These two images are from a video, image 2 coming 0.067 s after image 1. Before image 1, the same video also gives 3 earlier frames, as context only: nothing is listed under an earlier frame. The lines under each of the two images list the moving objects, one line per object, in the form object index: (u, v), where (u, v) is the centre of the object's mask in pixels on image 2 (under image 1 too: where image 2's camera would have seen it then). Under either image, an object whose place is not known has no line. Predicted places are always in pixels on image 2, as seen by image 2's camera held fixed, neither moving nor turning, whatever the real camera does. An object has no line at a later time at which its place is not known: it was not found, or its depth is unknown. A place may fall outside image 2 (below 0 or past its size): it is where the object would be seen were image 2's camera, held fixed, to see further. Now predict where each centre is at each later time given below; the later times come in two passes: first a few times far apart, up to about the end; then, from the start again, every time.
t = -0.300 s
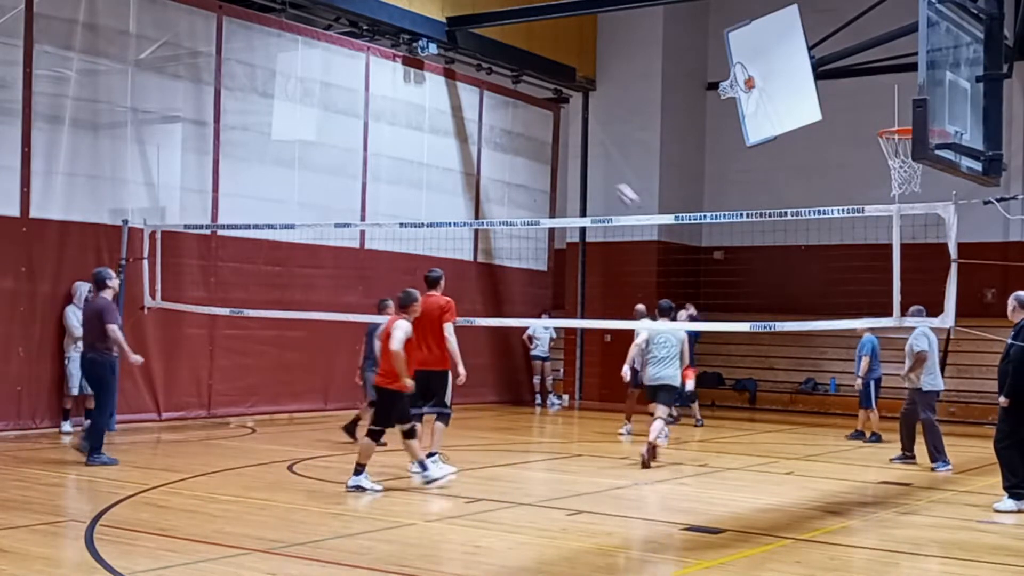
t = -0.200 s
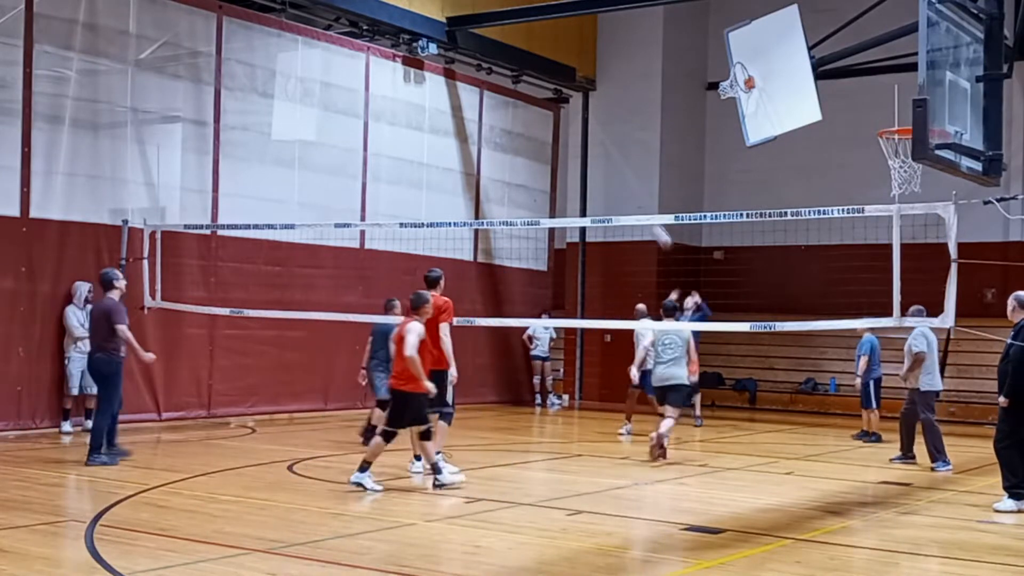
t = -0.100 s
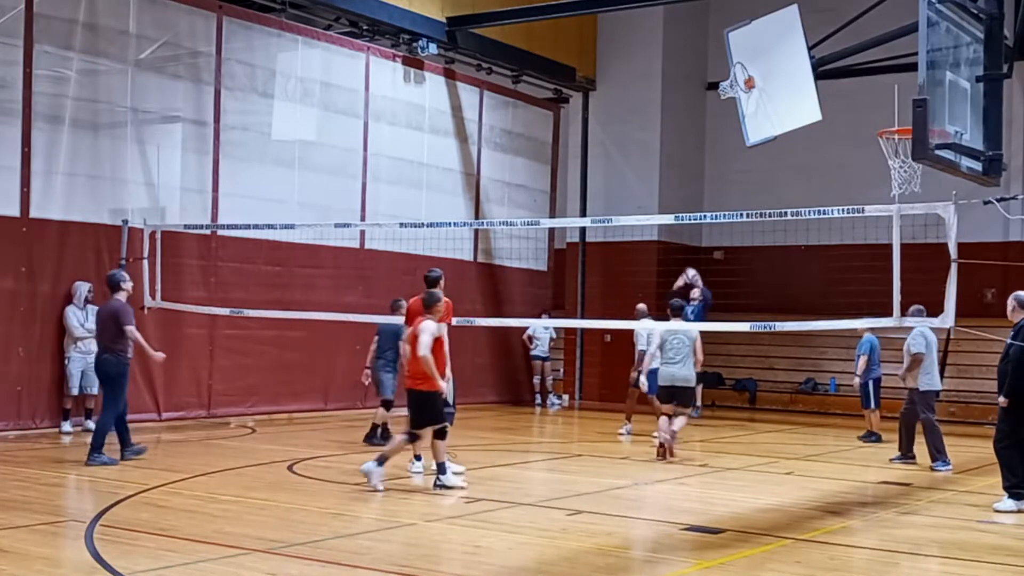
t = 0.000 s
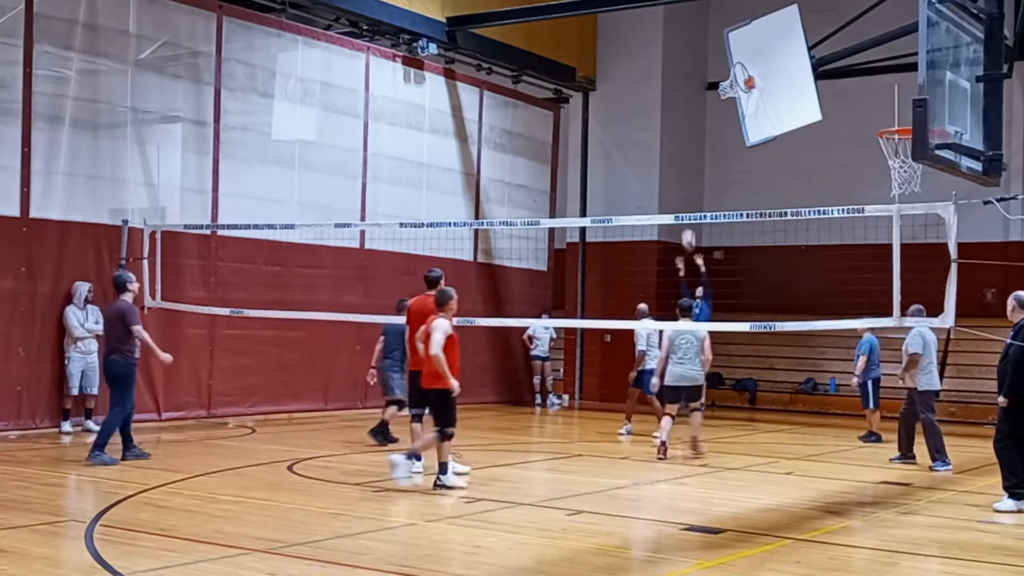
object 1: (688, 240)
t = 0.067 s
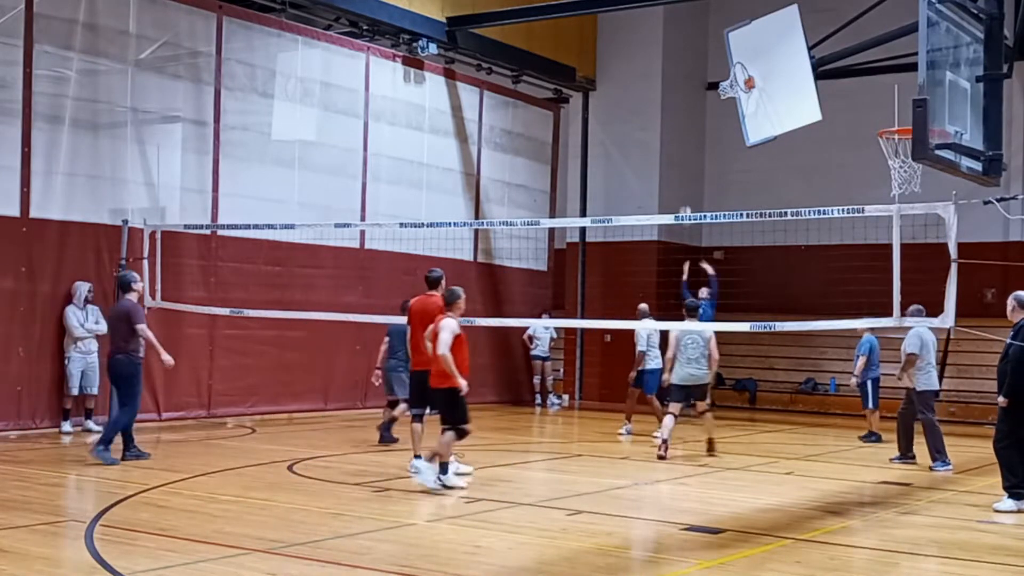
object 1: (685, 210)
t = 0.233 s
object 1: (680, 170)
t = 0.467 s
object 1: (671, 135)
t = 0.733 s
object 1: (657, 141)
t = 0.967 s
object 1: (644, 191)
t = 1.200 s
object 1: (629, 291)
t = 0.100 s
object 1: (684, 204)
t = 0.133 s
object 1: (683, 195)
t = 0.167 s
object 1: (683, 185)
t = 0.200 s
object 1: (682, 178)
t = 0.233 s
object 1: (680, 170)
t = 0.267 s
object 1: (679, 162)
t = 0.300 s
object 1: (678, 156)
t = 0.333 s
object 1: (676, 150)
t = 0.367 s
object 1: (674, 144)
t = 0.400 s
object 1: (674, 141)
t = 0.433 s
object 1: (672, 137)
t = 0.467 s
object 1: (671, 135)
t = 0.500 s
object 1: (669, 133)
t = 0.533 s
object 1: (668, 131)
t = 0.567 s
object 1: (666, 130)
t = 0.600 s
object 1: (664, 131)
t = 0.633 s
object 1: (663, 132)
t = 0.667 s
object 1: (661, 134)
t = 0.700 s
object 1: (659, 137)
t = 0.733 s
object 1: (657, 141)
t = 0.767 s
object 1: (656, 144)
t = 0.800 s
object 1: (654, 149)
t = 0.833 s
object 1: (652, 156)
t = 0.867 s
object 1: (650, 162)
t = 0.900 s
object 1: (648, 171)
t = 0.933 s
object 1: (646, 182)
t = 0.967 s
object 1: (644, 191)
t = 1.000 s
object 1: (641, 202)
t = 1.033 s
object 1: (640, 209)
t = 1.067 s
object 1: (636, 230)
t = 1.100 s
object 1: (635, 243)
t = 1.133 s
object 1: (633, 258)
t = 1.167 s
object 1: (631, 273)
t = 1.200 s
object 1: (629, 291)
